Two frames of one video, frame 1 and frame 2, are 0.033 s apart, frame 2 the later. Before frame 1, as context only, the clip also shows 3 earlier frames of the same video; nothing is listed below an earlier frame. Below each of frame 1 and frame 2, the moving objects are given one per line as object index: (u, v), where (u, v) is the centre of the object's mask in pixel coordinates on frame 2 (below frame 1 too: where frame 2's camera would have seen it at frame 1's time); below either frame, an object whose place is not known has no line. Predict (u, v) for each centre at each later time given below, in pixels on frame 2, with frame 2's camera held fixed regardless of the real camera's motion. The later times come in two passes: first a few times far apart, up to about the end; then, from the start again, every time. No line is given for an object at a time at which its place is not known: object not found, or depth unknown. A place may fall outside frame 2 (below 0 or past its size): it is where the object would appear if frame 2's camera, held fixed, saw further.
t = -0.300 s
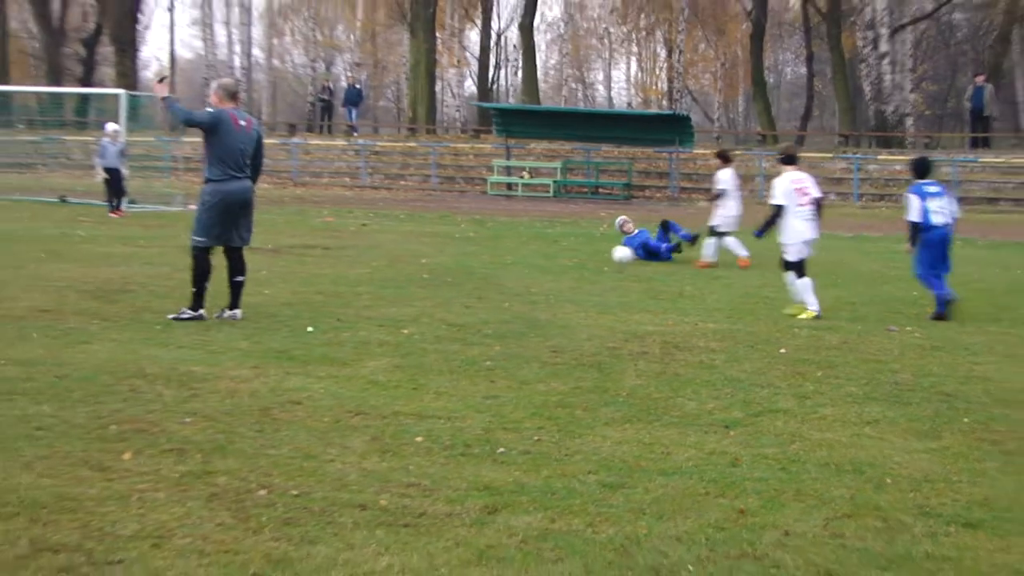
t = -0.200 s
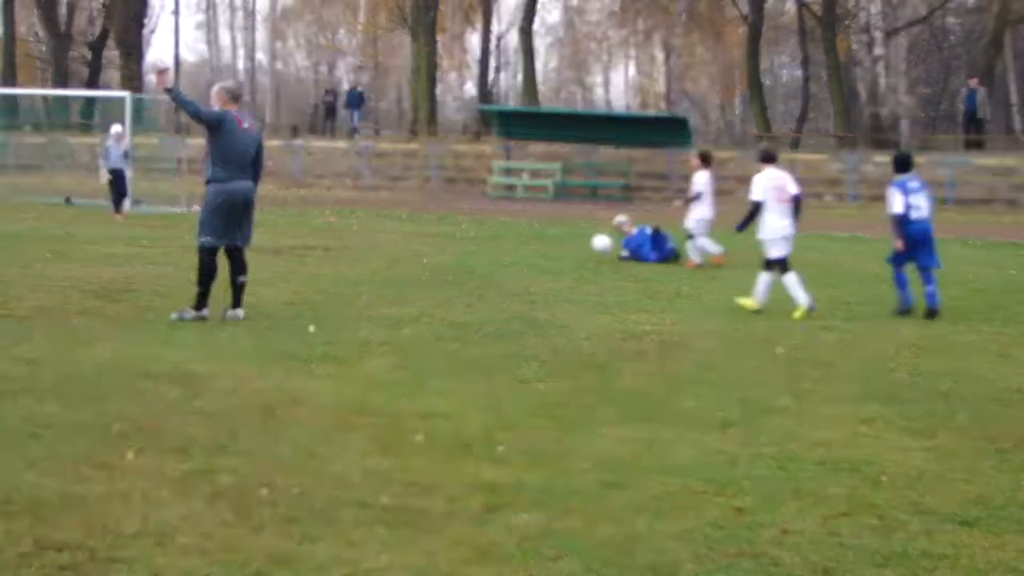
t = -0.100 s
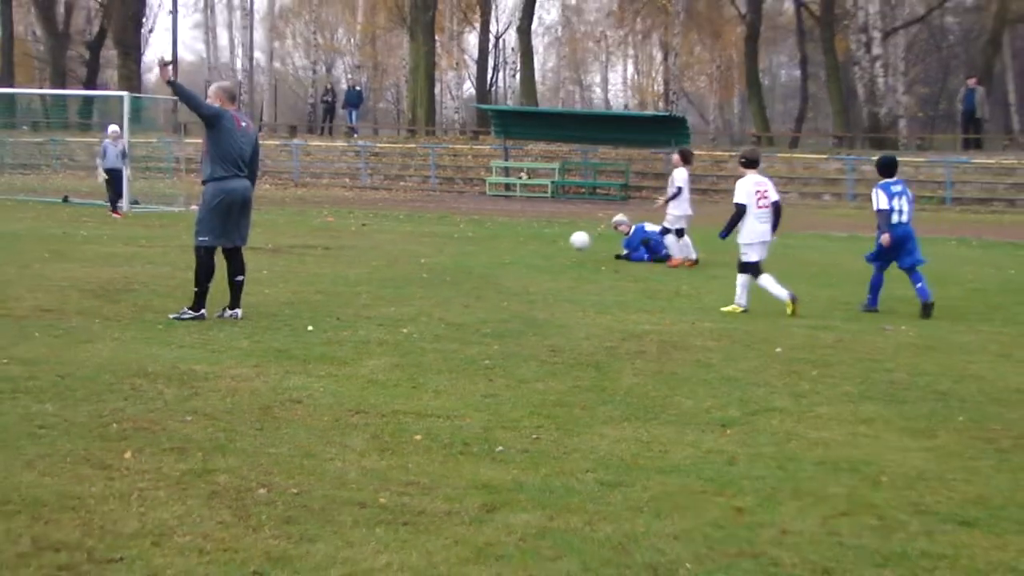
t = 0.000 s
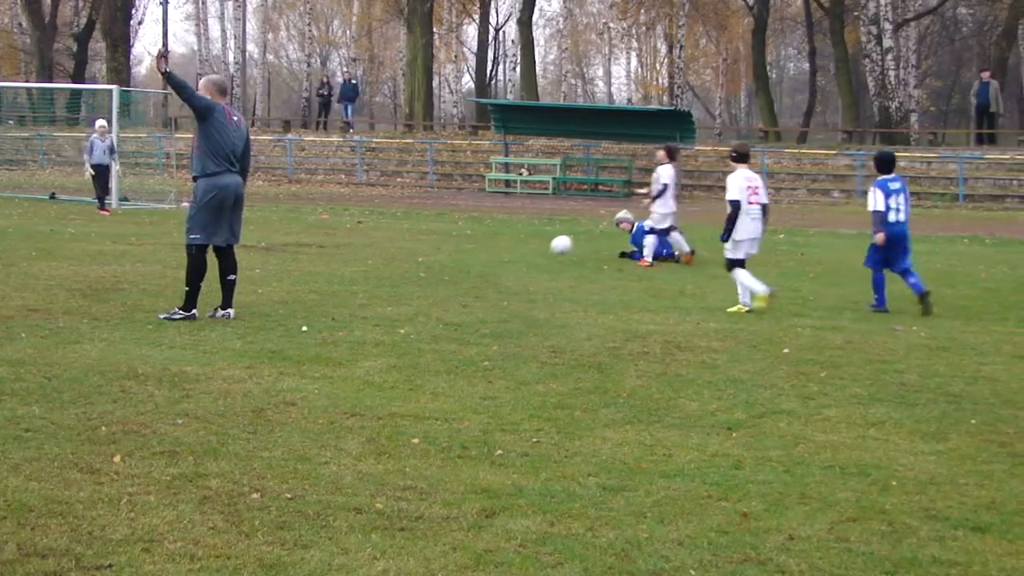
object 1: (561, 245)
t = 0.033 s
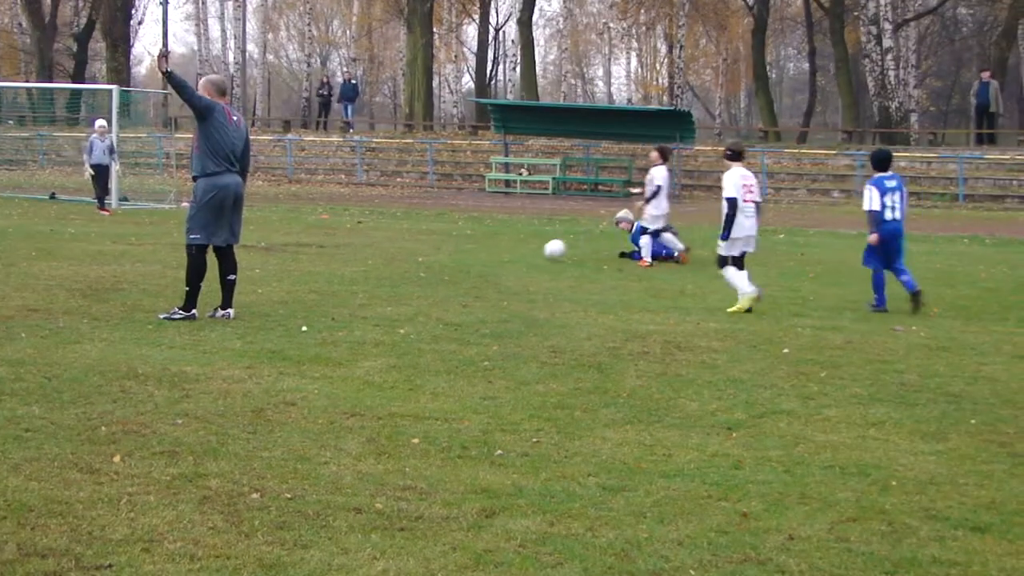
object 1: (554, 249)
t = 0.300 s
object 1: (502, 251)
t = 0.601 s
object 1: (449, 251)
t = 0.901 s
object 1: (405, 251)
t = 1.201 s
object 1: (367, 249)
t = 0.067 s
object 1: (548, 252)
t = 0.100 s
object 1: (541, 252)
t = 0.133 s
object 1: (534, 250)
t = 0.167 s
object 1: (527, 251)
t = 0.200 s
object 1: (520, 251)
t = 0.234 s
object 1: (513, 252)
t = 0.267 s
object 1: (507, 252)
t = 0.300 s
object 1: (502, 251)
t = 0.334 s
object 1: (496, 251)
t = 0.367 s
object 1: (490, 252)
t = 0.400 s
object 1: (484, 252)
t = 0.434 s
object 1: (478, 252)
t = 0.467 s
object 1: (472, 251)
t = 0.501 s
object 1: (466, 251)
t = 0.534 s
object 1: (460, 252)
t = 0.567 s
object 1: (455, 252)
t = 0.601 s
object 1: (449, 251)
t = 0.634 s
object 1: (444, 251)
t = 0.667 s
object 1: (440, 251)
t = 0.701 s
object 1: (435, 251)
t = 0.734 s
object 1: (430, 251)
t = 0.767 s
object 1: (425, 251)
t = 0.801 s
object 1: (420, 250)
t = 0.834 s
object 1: (415, 251)
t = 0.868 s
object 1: (409, 250)
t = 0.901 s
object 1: (405, 251)
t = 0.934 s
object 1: (400, 251)
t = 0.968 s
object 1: (396, 250)
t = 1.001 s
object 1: (392, 250)
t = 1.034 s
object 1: (388, 249)
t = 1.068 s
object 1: (383, 250)
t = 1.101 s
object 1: (380, 250)
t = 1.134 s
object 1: (375, 249)
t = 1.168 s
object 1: (371, 249)
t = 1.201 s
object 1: (367, 249)
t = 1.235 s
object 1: (363, 249)
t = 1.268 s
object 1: (360, 249)
